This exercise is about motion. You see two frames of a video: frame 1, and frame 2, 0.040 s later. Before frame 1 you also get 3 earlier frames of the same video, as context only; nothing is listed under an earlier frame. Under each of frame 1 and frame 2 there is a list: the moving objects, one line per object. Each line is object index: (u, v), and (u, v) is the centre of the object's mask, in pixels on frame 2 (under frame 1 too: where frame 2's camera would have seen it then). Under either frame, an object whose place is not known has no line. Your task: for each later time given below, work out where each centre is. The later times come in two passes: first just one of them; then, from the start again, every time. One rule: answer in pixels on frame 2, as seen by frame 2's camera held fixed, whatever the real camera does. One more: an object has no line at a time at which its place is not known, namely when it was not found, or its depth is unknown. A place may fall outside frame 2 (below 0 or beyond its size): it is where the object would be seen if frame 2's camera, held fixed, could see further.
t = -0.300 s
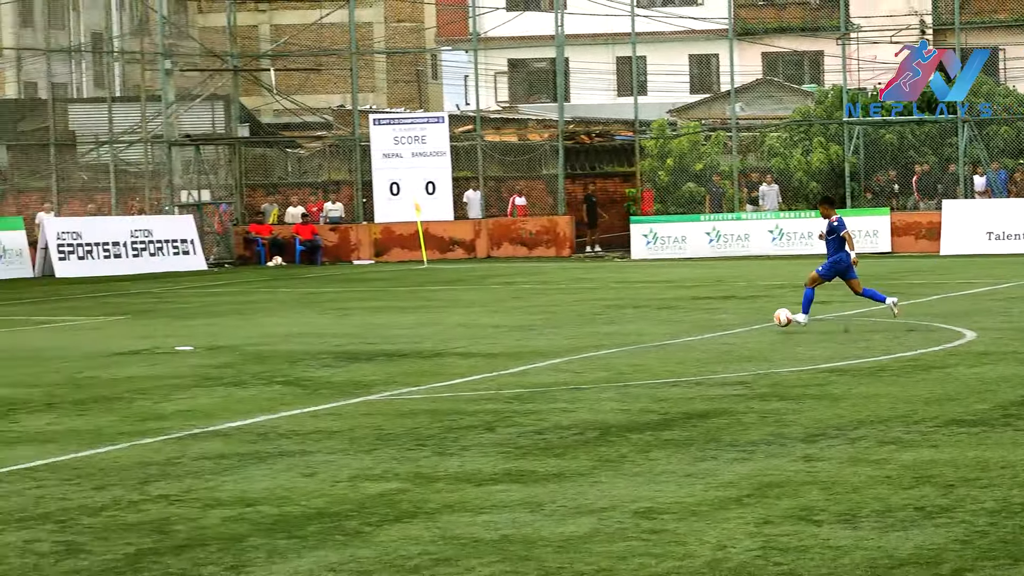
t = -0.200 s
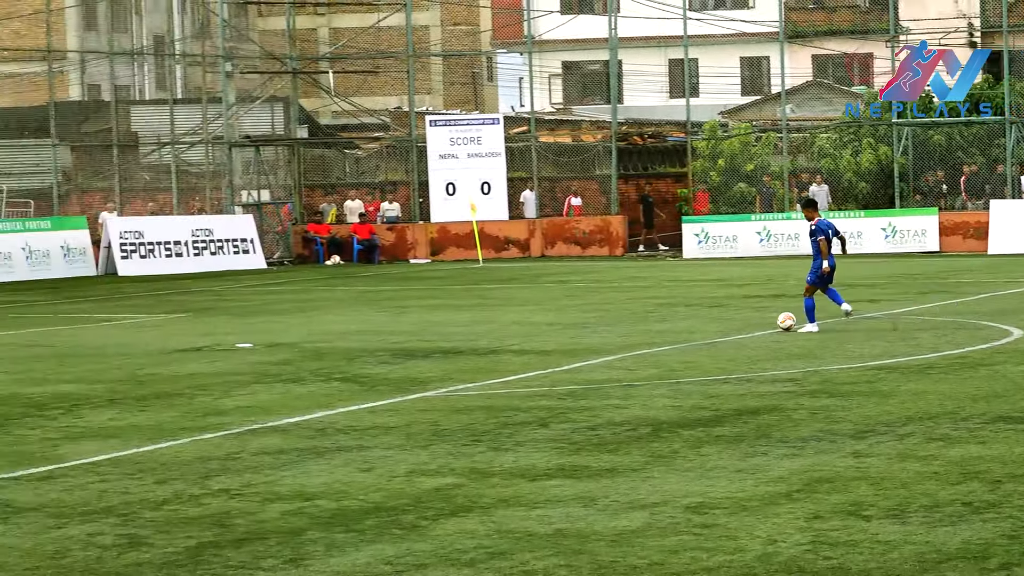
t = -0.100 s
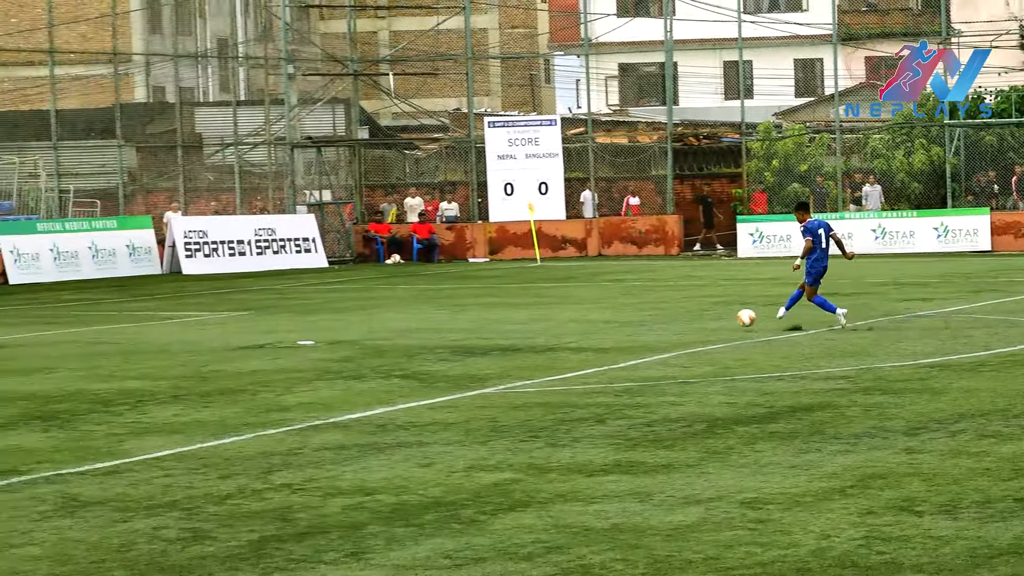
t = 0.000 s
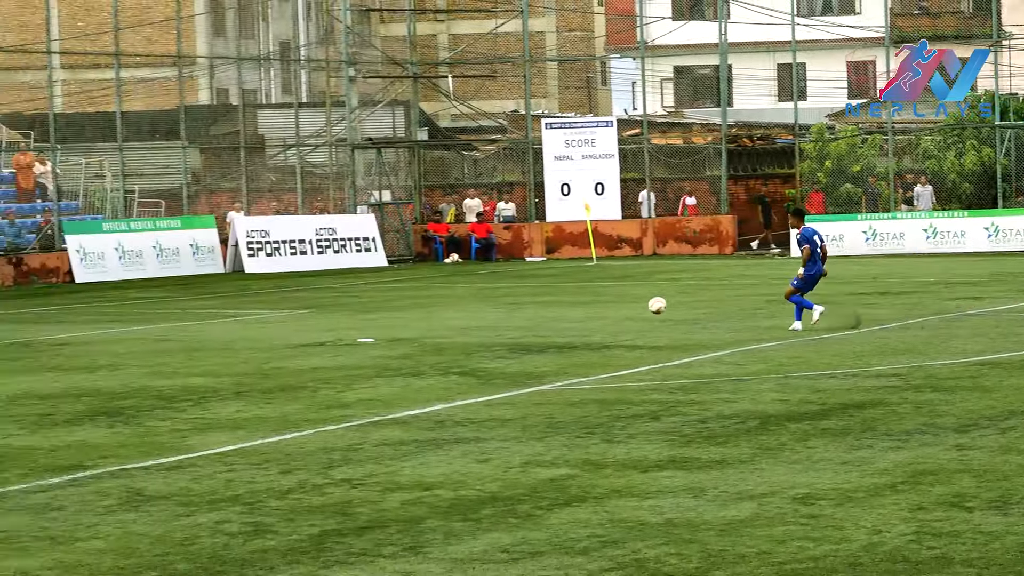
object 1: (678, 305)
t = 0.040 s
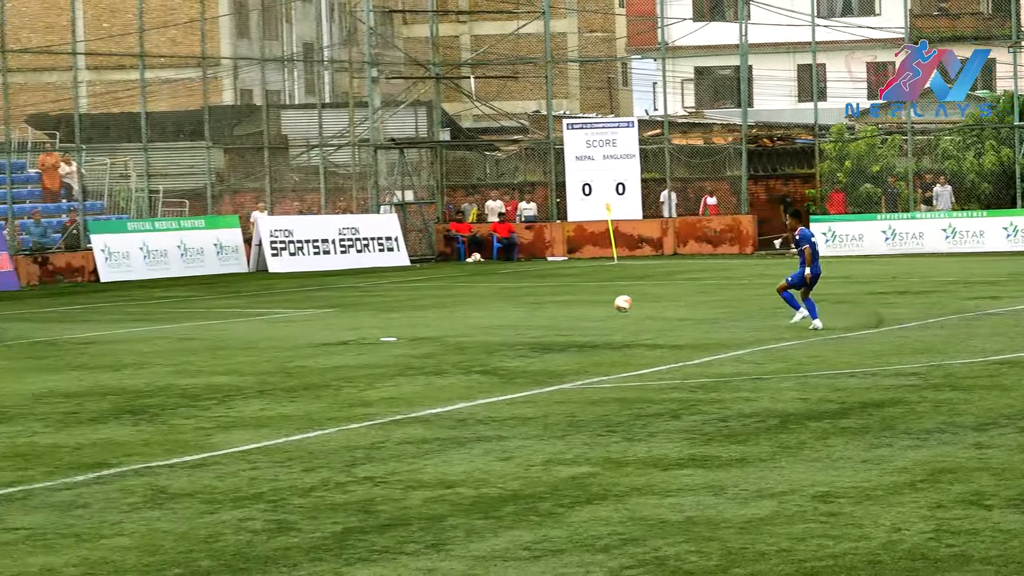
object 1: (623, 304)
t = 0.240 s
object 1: (371, 323)
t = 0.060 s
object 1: (597, 304)
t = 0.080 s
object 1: (570, 304)
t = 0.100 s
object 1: (545, 304)
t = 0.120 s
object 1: (518, 306)
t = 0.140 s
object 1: (493, 308)
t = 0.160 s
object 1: (467, 310)
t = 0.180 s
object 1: (443, 312)
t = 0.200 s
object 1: (419, 316)
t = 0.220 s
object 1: (395, 318)
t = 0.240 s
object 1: (371, 323)
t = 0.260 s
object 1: (350, 321)
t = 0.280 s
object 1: (330, 318)
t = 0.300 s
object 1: (311, 315)
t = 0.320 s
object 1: (291, 313)
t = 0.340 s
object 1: (272, 311)
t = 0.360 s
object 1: (252, 311)
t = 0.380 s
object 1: (233, 309)
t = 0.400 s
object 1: (214, 309)
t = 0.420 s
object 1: (195, 309)
